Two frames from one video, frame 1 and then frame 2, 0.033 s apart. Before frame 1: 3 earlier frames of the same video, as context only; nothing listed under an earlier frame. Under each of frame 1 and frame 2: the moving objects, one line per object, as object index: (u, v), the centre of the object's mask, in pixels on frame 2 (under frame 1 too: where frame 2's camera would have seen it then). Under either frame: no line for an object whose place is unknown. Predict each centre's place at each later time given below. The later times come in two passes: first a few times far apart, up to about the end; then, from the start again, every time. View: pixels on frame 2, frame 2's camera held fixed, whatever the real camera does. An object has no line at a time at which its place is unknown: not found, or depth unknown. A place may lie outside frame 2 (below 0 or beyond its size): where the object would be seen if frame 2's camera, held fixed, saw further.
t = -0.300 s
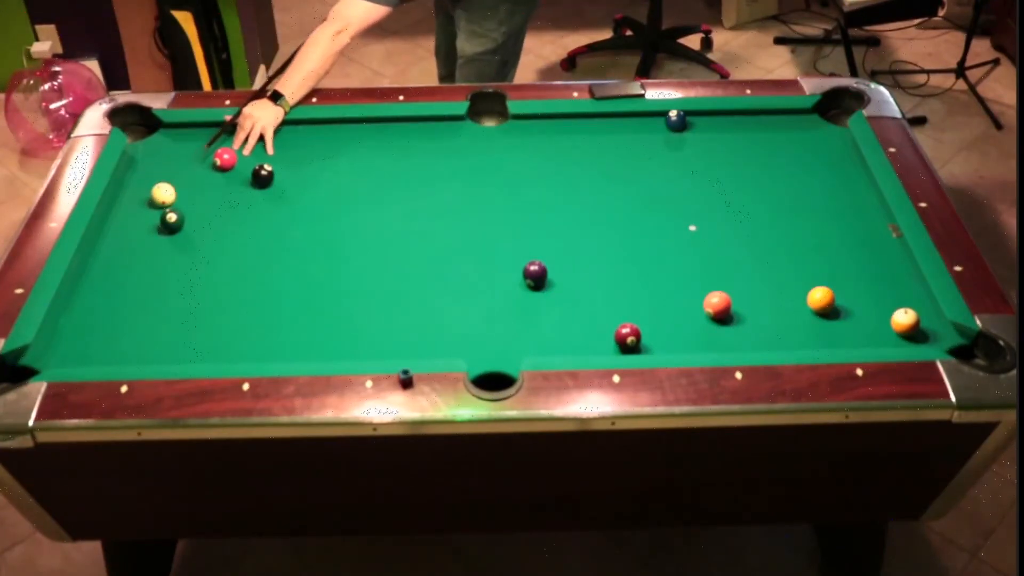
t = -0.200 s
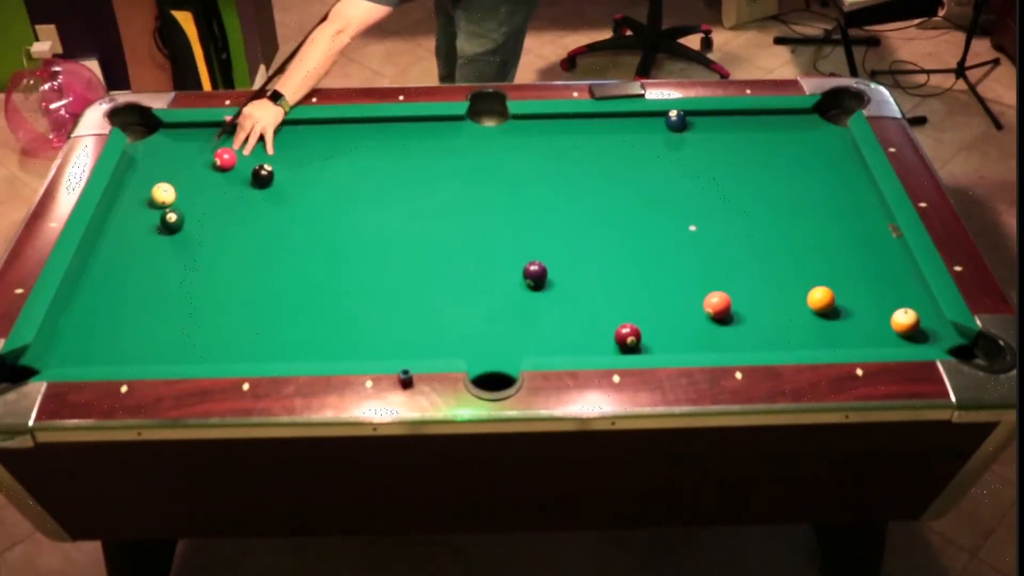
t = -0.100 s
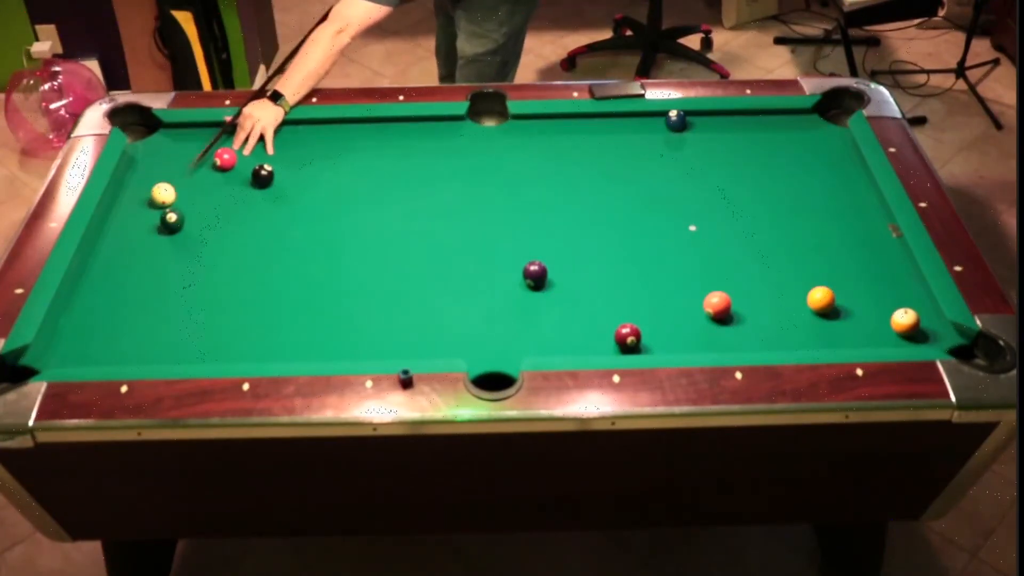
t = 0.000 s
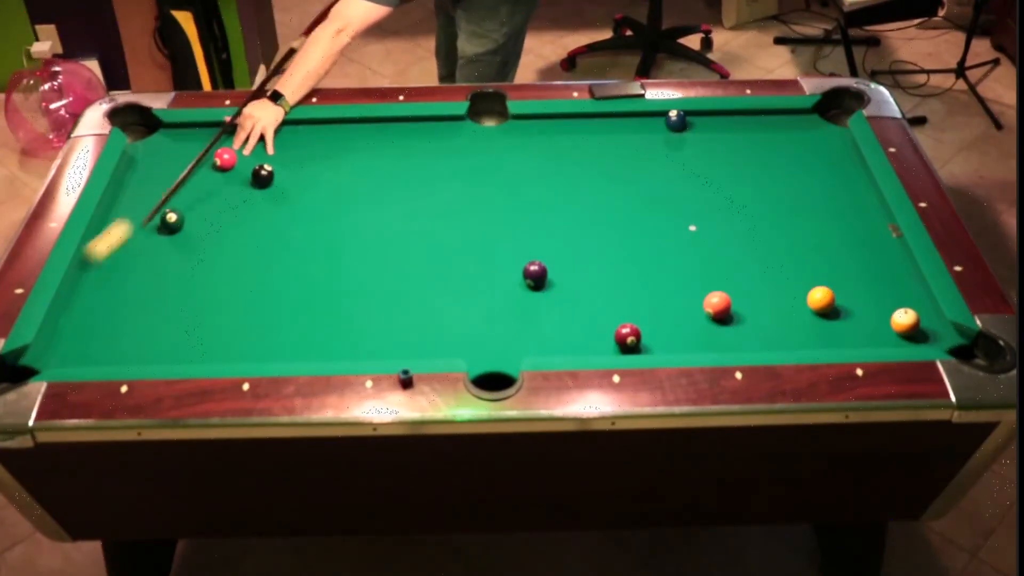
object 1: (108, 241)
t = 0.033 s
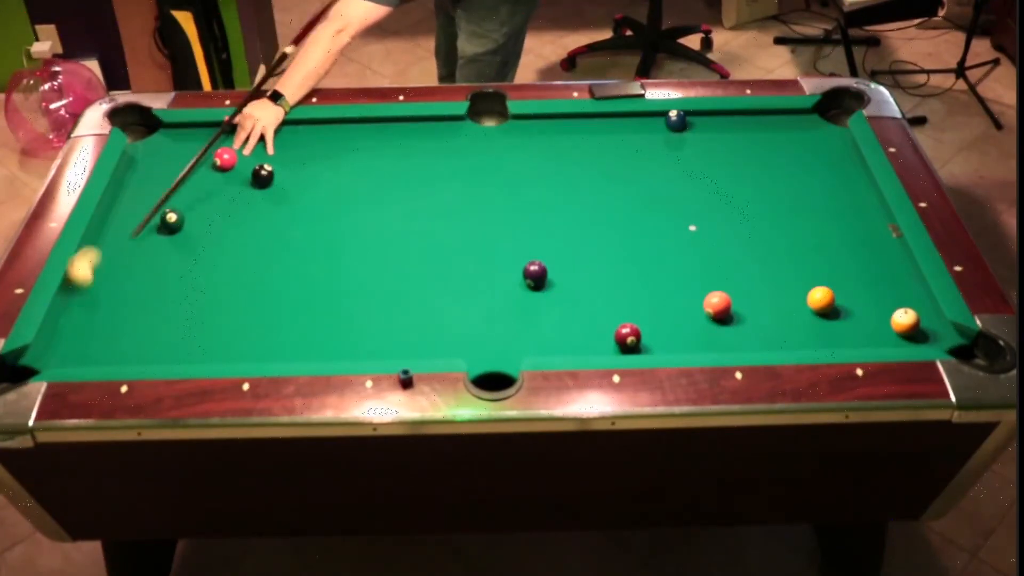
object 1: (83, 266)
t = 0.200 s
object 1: (124, 347)
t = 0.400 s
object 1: (265, 272)
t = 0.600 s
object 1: (385, 208)
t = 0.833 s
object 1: (504, 146)
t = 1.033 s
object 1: (578, 129)
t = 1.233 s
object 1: (632, 151)
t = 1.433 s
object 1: (688, 173)
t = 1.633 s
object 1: (745, 197)
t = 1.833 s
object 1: (804, 220)
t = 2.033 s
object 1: (865, 246)
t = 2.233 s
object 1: (895, 269)
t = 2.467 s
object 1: (868, 293)
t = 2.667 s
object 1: (843, 314)
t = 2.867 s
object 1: (819, 334)
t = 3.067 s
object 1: (789, 335)
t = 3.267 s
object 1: (758, 324)
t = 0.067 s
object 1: (83, 289)
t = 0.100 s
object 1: (88, 311)
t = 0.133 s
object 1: (93, 333)
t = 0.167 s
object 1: (101, 352)
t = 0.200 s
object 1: (124, 347)
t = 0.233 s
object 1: (150, 333)
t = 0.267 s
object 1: (175, 320)
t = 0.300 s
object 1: (198, 308)
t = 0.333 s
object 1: (221, 295)
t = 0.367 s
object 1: (244, 283)
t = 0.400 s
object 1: (265, 272)
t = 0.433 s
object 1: (287, 261)
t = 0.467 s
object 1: (307, 250)
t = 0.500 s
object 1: (328, 239)
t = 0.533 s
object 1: (347, 228)
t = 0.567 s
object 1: (366, 218)
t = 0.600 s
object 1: (385, 208)
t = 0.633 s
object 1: (403, 199)
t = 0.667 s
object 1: (421, 189)
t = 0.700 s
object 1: (439, 180)
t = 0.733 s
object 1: (456, 171)
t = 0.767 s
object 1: (472, 163)
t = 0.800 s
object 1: (488, 154)
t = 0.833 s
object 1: (504, 146)
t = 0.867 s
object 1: (520, 138)
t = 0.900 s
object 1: (535, 130)
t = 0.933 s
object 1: (550, 122)
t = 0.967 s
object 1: (562, 120)
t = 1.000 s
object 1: (570, 125)
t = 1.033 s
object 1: (578, 129)
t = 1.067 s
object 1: (587, 133)
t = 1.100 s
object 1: (596, 137)
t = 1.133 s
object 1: (605, 140)
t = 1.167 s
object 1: (614, 143)
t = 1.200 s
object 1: (623, 147)
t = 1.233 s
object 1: (632, 151)
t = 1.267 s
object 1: (641, 154)
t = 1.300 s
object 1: (651, 158)
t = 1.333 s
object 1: (659, 162)
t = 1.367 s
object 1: (669, 165)
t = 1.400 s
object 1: (678, 169)
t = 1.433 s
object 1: (688, 173)
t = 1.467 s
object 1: (697, 177)
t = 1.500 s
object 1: (707, 181)
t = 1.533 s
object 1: (716, 185)
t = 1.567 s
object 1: (725, 188)
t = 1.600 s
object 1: (735, 193)
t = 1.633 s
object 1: (745, 197)
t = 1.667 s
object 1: (755, 201)
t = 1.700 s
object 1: (765, 205)
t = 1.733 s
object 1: (774, 209)
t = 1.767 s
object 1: (784, 212)
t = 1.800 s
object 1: (794, 217)
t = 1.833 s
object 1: (804, 220)
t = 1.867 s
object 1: (814, 225)
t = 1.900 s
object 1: (824, 229)
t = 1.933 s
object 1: (834, 233)
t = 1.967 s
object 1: (844, 237)
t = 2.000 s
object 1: (855, 241)
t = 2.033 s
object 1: (865, 246)
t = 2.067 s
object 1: (875, 250)
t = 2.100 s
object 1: (886, 254)
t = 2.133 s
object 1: (896, 258)
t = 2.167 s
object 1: (903, 263)
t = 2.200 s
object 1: (899, 266)
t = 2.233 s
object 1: (895, 269)
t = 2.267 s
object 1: (892, 273)
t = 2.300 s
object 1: (887, 276)
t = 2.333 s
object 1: (883, 279)
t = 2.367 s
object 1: (880, 283)
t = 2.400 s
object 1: (875, 286)
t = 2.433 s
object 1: (872, 290)
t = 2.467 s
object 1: (868, 293)
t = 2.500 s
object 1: (864, 297)
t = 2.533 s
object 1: (860, 300)
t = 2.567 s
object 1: (856, 303)
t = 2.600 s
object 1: (852, 307)
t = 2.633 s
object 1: (848, 310)
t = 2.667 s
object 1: (843, 314)
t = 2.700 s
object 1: (840, 317)
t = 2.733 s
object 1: (835, 320)
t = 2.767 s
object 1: (831, 324)
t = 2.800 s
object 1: (827, 327)
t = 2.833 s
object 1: (823, 331)
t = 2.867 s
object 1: (819, 334)
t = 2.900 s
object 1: (814, 336)
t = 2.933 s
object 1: (810, 339)
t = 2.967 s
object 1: (805, 340)
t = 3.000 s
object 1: (800, 338)
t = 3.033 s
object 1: (794, 337)
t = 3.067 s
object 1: (789, 335)
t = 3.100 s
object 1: (783, 333)
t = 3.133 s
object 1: (778, 332)
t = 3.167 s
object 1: (773, 330)
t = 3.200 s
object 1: (768, 328)
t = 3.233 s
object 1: (764, 326)
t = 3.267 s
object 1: (758, 324)
